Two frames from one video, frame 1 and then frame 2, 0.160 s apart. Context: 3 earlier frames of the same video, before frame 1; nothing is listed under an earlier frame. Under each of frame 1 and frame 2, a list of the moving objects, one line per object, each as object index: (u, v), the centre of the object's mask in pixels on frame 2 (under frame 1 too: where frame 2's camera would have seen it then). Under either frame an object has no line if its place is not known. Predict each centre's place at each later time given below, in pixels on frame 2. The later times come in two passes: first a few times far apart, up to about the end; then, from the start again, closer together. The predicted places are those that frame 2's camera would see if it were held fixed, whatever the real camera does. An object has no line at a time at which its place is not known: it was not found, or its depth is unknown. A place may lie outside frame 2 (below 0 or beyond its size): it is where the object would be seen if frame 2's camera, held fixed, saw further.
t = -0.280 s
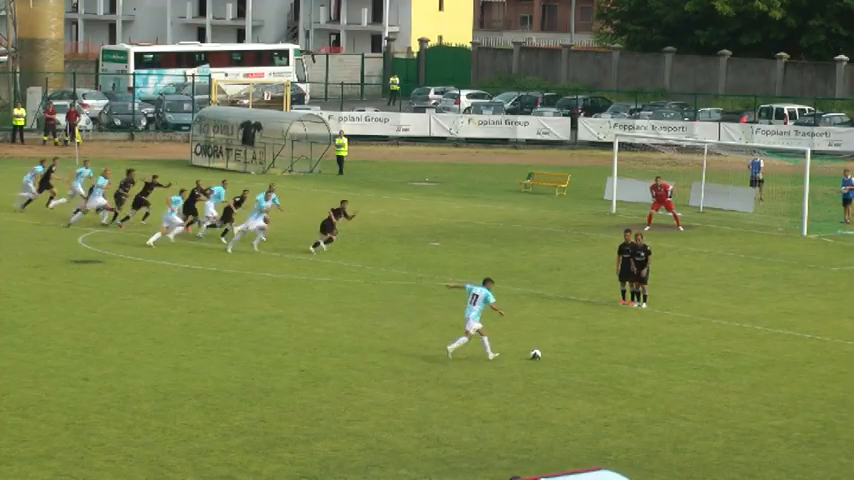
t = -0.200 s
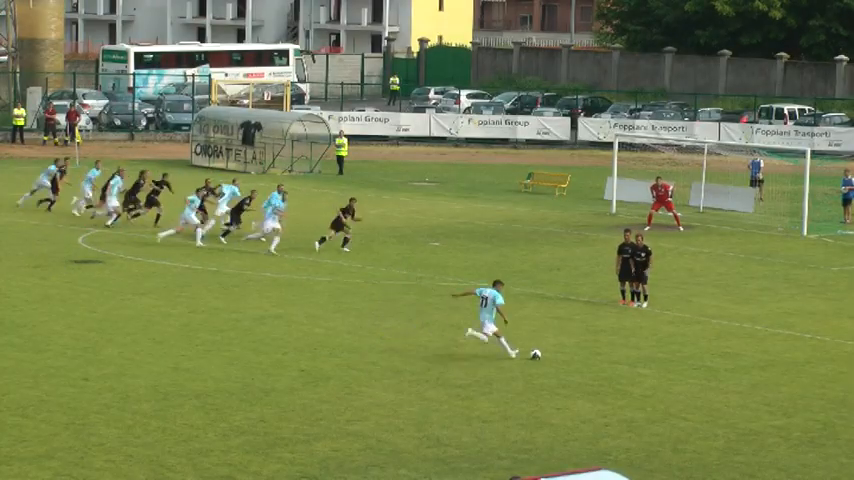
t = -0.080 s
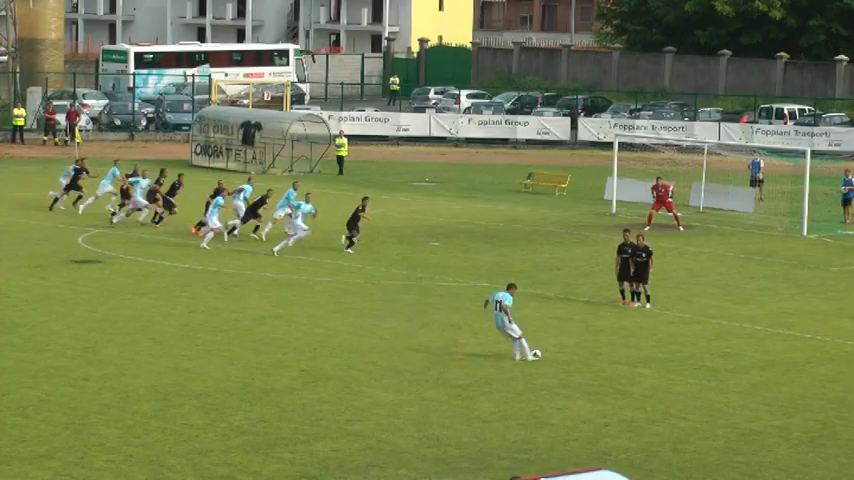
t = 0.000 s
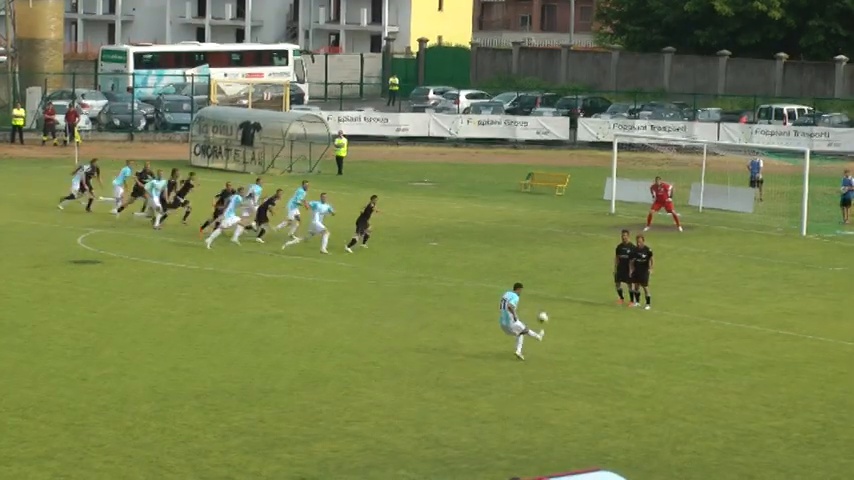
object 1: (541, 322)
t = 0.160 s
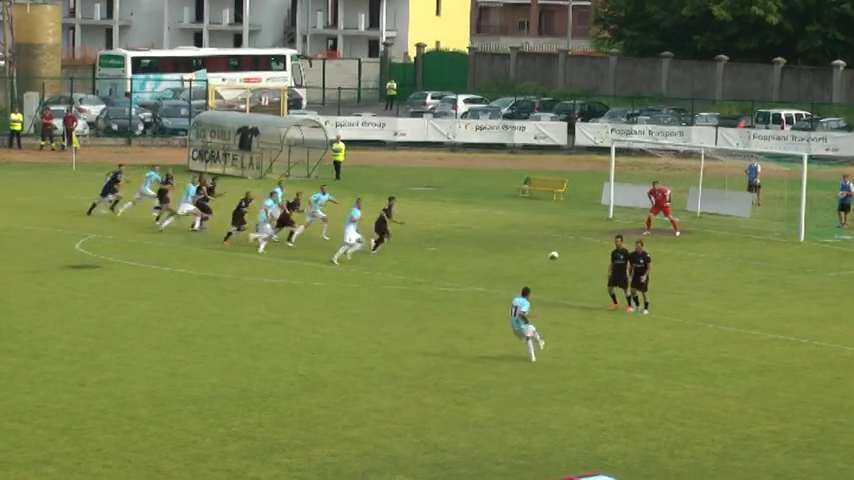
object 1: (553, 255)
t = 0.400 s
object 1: (559, 188)
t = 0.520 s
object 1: (558, 167)
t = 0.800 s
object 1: (546, 145)
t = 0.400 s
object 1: (559, 188)
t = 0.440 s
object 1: (558, 179)
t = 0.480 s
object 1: (558, 173)
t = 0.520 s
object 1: (558, 167)
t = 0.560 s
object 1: (556, 161)
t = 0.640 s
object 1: (554, 153)
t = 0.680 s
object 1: (552, 150)
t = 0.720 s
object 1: (550, 148)
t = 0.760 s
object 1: (549, 146)
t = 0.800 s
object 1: (546, 145)
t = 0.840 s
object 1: (545, 145)
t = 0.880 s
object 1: (542, 145)
